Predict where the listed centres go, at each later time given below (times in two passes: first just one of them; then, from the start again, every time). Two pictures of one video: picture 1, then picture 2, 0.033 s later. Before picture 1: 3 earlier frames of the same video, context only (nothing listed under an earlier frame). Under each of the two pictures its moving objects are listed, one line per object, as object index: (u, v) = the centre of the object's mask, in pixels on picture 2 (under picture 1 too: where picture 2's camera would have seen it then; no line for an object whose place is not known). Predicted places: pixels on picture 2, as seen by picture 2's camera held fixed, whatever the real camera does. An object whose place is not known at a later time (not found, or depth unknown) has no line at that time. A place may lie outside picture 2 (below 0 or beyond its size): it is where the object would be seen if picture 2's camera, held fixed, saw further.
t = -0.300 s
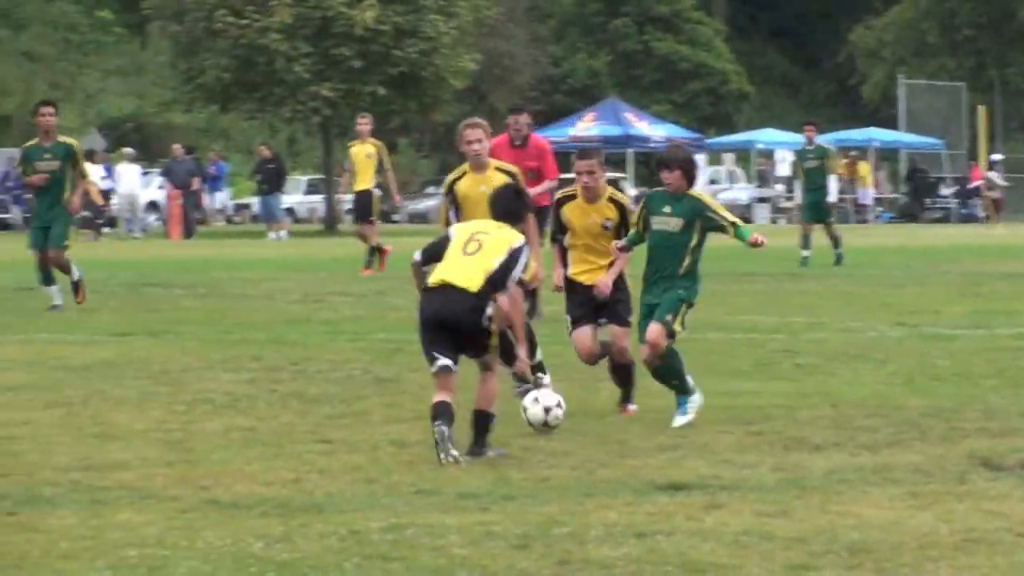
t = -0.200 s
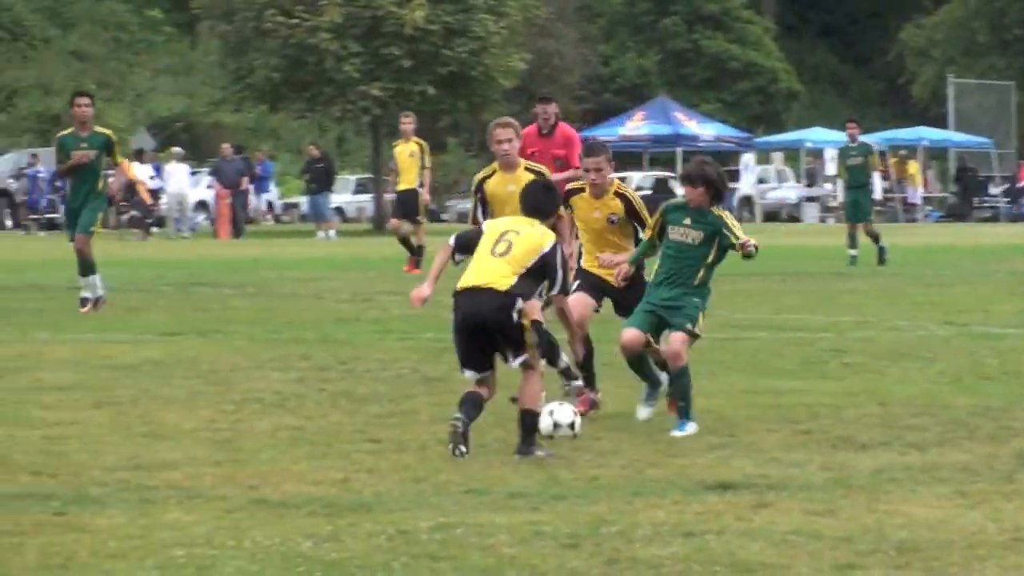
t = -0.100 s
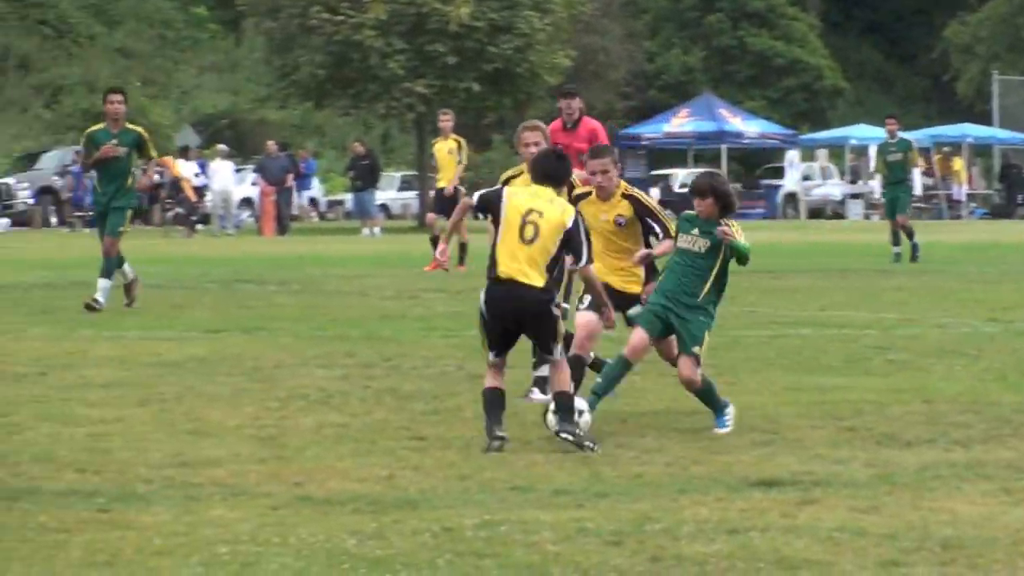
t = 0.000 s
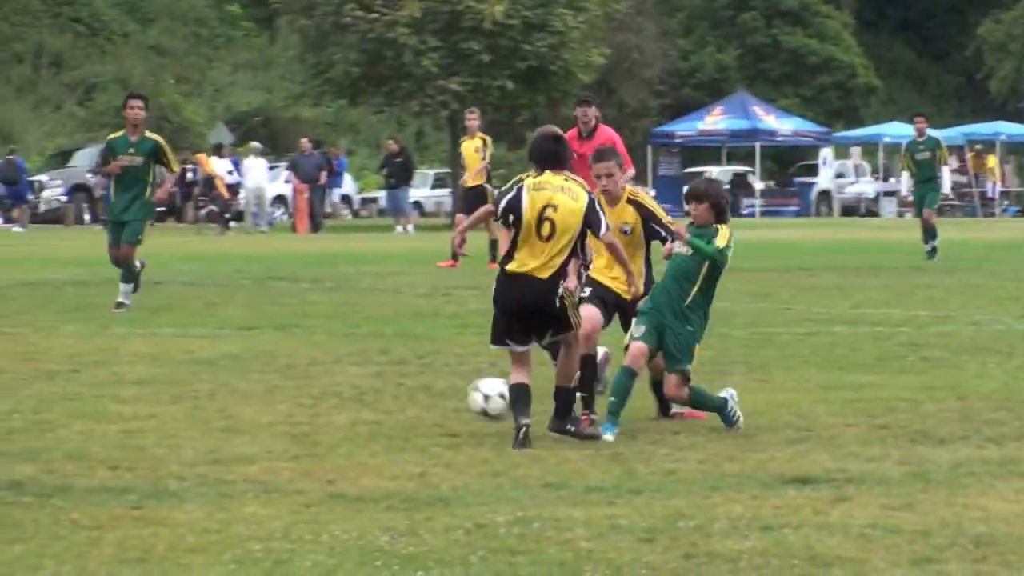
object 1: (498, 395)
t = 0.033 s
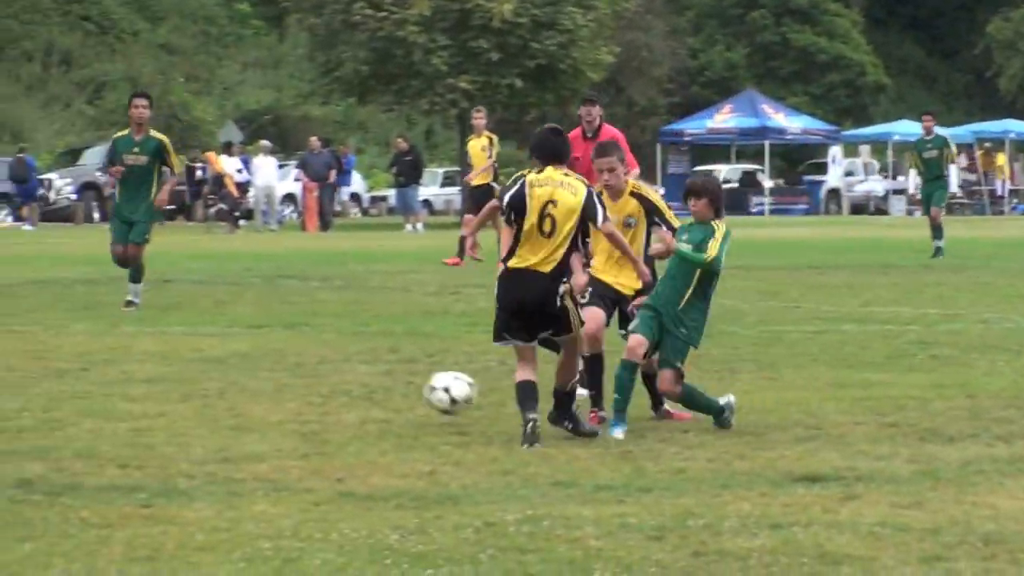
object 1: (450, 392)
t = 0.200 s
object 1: (216, 376)
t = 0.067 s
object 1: (400, 390)
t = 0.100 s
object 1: (350, 389)
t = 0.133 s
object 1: (302, 393)
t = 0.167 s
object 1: (256, 389)
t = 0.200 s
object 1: (216, 376)
